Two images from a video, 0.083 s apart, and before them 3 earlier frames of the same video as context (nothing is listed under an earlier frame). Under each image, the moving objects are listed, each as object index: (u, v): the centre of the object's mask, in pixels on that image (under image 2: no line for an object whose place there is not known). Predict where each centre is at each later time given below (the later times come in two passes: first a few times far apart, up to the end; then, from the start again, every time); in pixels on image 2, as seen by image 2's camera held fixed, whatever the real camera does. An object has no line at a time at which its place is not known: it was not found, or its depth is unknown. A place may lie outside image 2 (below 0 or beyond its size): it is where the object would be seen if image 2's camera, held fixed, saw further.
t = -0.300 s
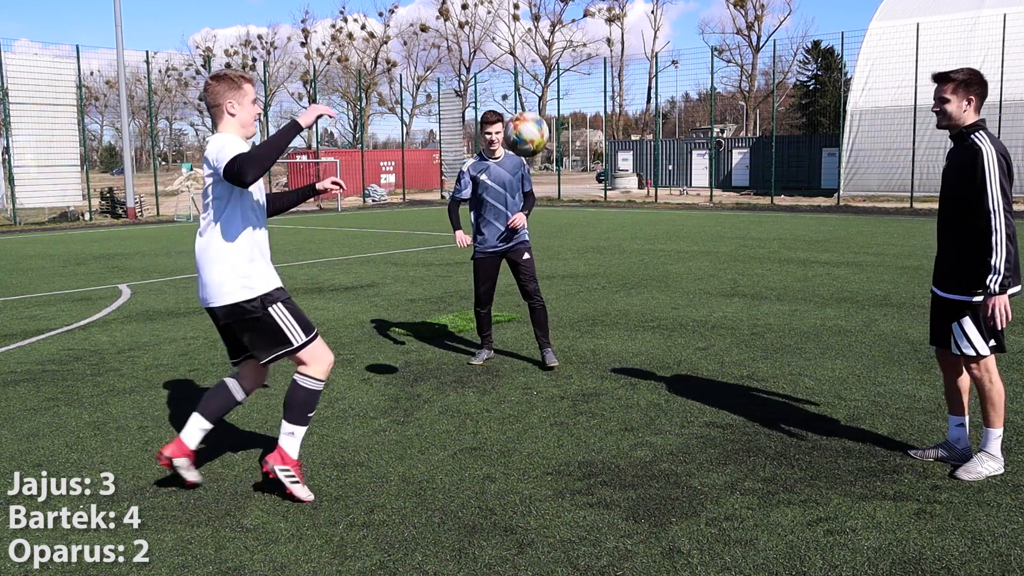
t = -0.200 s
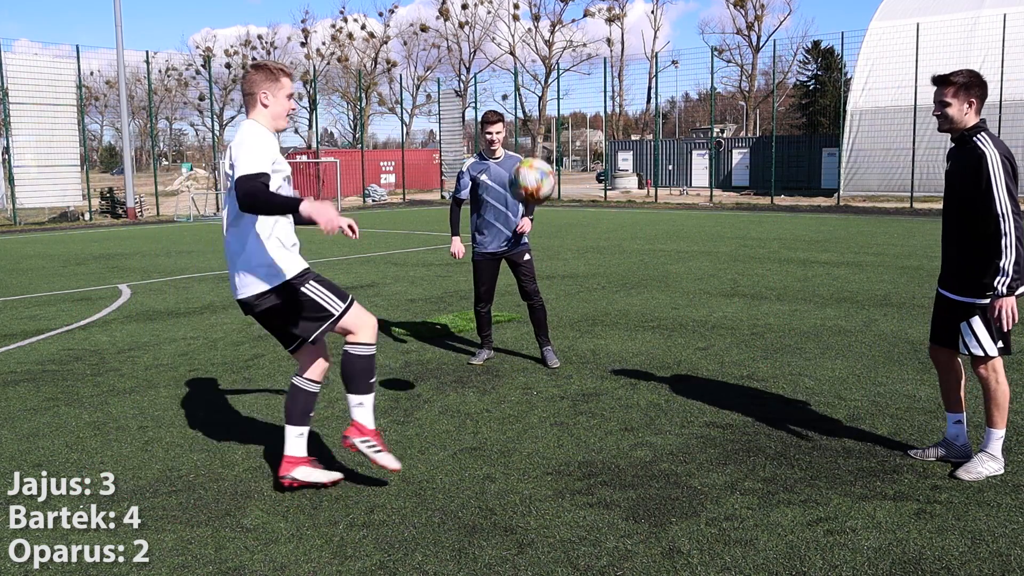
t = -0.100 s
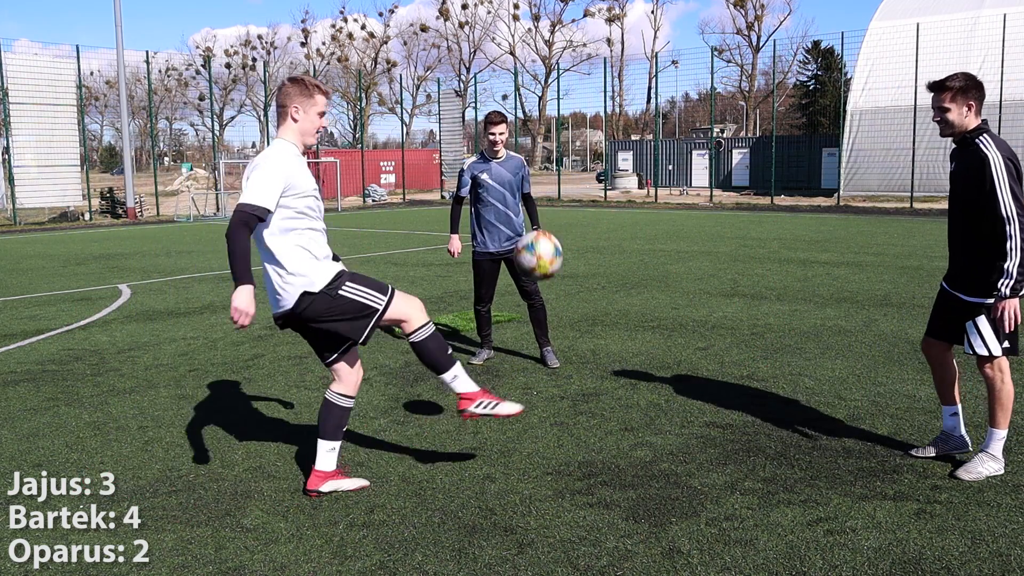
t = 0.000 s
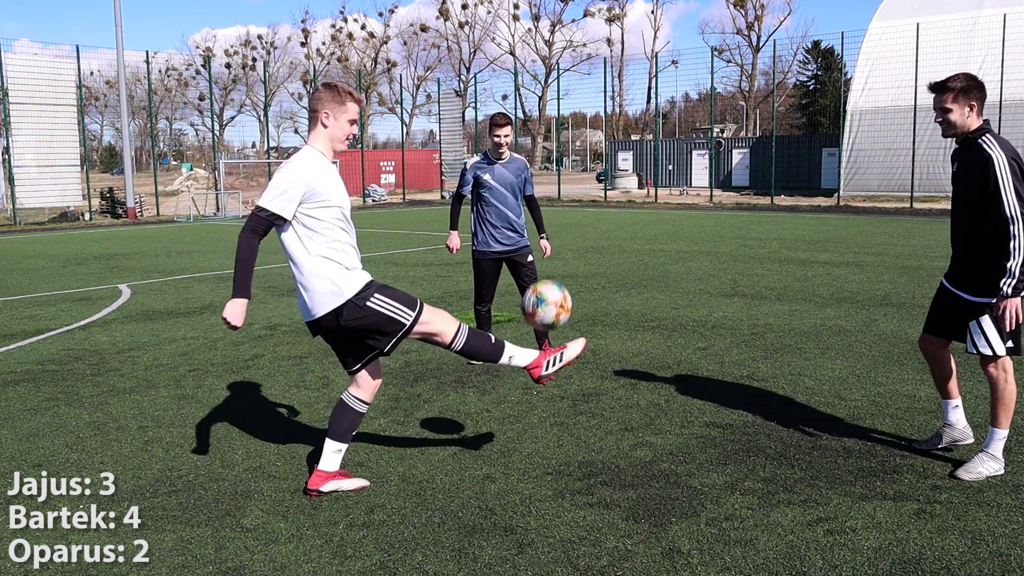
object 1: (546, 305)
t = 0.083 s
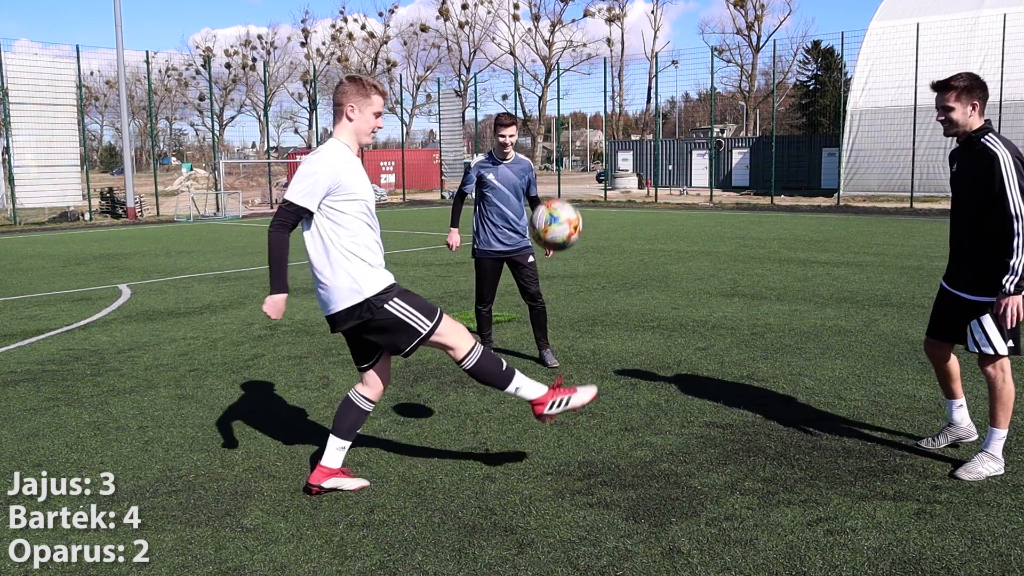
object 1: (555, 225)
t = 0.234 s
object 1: (573, 106)
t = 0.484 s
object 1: (606, 19)
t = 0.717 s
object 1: (641, 77)
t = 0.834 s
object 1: (661, 180)
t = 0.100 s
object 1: (558, 210)
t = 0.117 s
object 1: (561, 195)
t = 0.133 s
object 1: (562, 181)
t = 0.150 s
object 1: (564, 167)
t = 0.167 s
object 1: (565, 154)
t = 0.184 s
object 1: (567, 142)
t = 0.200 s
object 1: (570, 129)
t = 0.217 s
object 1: (571, 118)
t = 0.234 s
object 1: (573, 106)
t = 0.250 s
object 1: (575, 95)
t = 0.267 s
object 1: (577, 85)
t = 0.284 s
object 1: (580, 76)
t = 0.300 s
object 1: (582, 67)
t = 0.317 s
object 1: (584, 59)
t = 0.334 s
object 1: (585, 52)
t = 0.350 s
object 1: (588, 44)
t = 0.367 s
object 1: (590, 38)
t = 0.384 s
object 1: (593, 31)
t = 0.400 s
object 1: (595, 27)
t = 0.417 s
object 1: (597, 25)
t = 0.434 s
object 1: (599, 23)
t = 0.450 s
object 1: (601, 21)
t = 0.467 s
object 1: (604, 20)
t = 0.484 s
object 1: (606, 19)
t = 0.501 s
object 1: (608, 19)
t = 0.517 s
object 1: (611, 19)
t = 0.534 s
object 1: (613, 19)
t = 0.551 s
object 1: (615, 20)
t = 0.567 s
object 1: (617, 22)
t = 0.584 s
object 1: (620, 24)
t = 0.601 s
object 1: (623, 26)
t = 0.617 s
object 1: (626, 29)
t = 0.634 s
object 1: (628, 33)
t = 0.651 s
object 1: (631, 40)
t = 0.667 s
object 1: (633, 47)
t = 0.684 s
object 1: (636, 57)
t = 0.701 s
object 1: (639, 67)
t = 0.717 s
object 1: (641, 77)
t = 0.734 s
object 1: (644, 89)
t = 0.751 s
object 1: (648, 102)
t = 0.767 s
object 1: (650, 115)
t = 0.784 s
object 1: (653, 130)
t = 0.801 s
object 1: (656, 145)
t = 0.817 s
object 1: (659, 162)
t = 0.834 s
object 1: (661, 180)
